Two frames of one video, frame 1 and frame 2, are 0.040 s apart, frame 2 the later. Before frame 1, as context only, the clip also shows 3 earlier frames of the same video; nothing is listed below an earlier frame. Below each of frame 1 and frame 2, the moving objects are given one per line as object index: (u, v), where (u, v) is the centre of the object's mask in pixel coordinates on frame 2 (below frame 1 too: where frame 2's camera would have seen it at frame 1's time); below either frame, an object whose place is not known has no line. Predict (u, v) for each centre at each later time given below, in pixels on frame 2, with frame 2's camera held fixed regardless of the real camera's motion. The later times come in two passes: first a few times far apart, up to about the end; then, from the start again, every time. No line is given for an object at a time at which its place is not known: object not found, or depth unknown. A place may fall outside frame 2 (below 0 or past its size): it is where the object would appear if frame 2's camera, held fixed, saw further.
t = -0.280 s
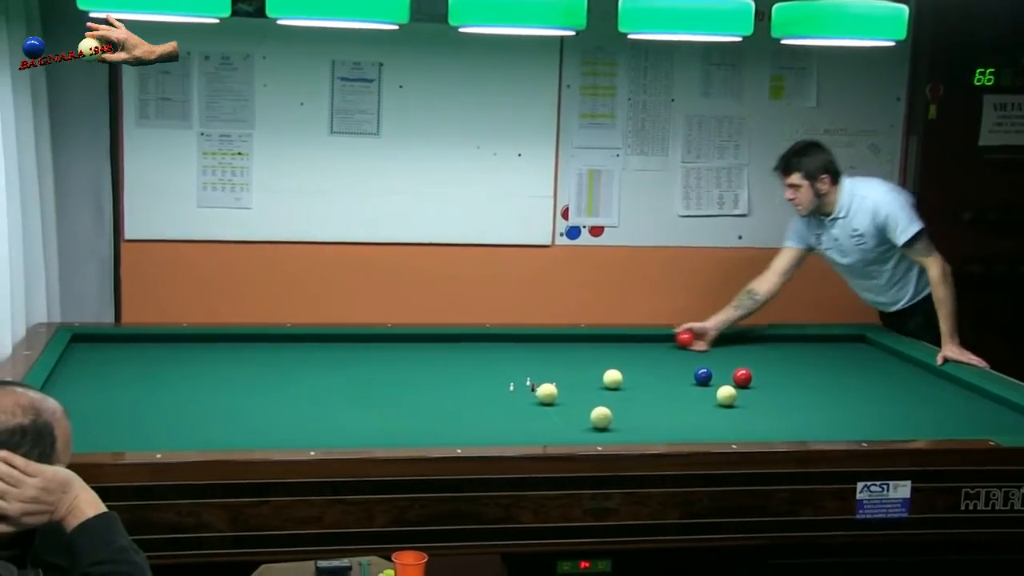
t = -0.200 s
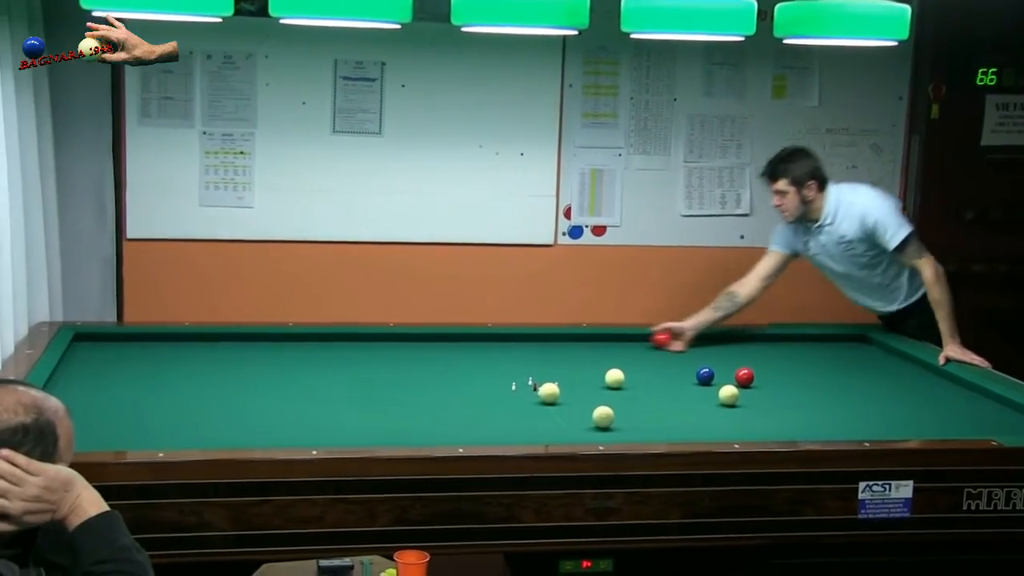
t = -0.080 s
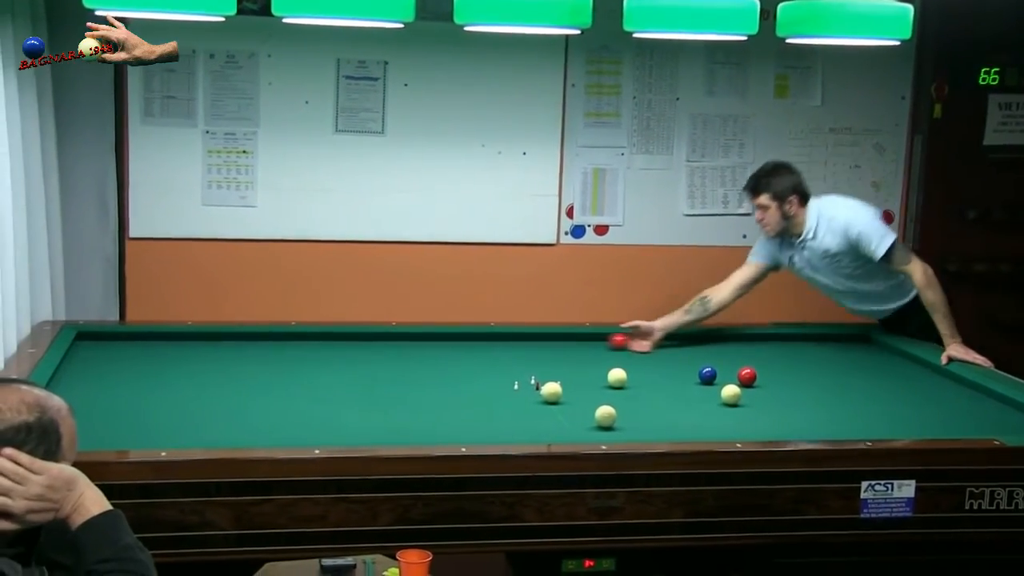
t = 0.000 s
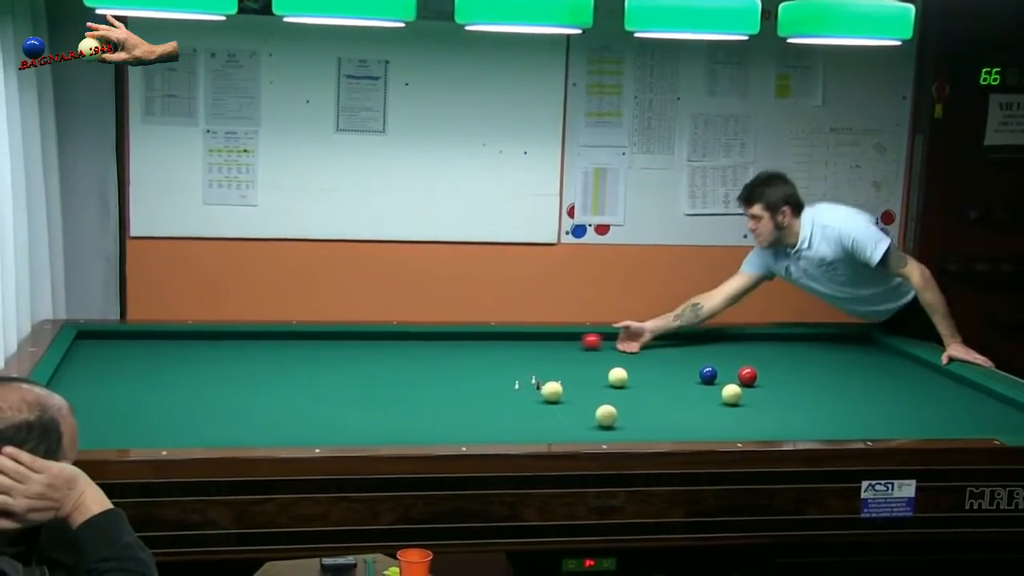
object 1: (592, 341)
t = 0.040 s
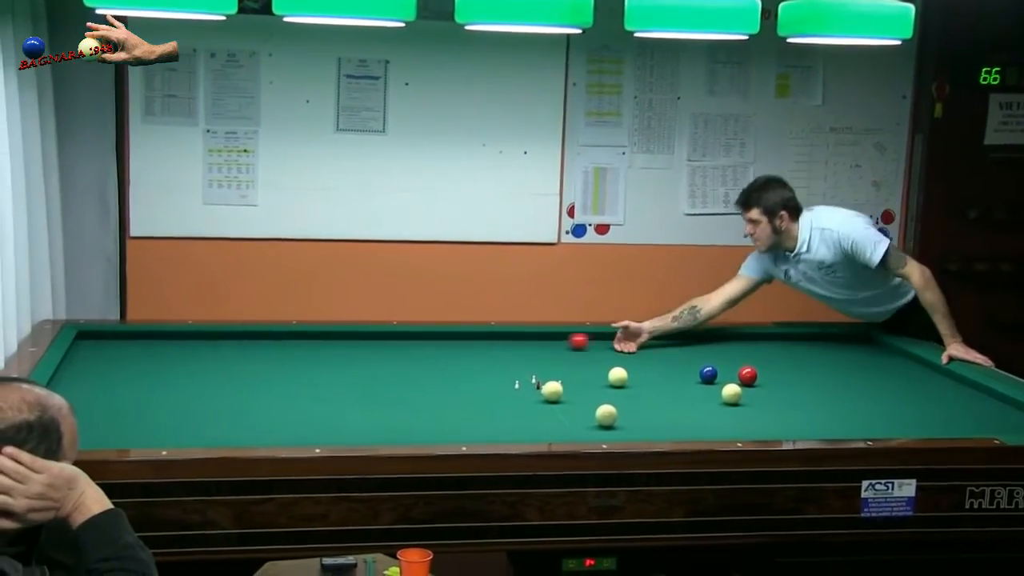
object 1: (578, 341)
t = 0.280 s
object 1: (505, 343)
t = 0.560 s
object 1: (415, 345)
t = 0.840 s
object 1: (324, 347)
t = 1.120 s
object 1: (230, 349)
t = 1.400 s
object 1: (134, 351)
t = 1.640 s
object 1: (94, 353)
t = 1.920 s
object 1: (154, 354)
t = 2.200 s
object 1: (208, 355)
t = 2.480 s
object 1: (261, 356)
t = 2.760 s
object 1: (312, 358)
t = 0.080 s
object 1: (566, 341)
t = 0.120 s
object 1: (554, 342)
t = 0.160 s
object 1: (542, 342)
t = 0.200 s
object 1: (529, 342)
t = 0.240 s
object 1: (517, 343)
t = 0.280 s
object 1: (505, 343)
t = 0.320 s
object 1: (492, 343)
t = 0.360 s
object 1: (479, 343)
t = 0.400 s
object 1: (466, 344)
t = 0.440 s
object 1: (453, 344)
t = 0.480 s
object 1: (440, 345)
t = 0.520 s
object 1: (428, 345)
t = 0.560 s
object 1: (415, 345)
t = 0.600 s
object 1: (402, 345)
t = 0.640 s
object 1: (389, 346)
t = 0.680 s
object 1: (376, 346)
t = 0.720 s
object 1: (363, 346)
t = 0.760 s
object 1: (351, 346)
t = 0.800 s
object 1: (338, 347)
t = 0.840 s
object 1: (324, 347)
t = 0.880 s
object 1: (311, 347)
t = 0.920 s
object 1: (298, 348)
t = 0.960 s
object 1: (283, 348)
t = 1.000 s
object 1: (270, 348)
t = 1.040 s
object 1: (257, 348)
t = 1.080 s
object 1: (244, 349)
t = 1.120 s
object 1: (230, 349)
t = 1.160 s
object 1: (216, 350)
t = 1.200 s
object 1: (202, 350)
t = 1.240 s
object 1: (188, 350)
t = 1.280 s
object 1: (175, 351)
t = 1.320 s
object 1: (161, 351)
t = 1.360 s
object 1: (148, 351)
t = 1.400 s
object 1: (134, 351)
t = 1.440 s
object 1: (119, 352)
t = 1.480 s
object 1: (105, 352)
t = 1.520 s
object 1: (90, 352)
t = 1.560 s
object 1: (77, 353)
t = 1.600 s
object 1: (83, 353)
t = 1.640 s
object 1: (94, 353)
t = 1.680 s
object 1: (104, 353)
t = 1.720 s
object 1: (113, 353)
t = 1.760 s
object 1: (122, 353)
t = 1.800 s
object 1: (130, 354)
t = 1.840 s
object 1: (138, 354)
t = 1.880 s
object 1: (146, 354)
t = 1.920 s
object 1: (154, 354)
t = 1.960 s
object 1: (161, 355)
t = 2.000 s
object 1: (169, 355)
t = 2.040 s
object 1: (177, 355)
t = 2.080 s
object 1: (185, 355)
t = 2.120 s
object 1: (193, 355)
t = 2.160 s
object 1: (201, 355)
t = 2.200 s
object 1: (208, 355)
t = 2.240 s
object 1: (216, 356)
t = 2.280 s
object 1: (223, 355)
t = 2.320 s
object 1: (231, 356)
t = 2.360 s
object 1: (239, 356)
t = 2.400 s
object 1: (246, 356)
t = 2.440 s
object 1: (253, 356)
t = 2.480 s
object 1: (261, 356)
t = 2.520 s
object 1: (268, 356)
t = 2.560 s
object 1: (276, 357)
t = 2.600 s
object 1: (283, 357)
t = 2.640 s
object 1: (290, 357)
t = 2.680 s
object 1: (297, 357)
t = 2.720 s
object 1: (305, 357)
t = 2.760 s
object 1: (312, 358)
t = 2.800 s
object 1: (319, 358)
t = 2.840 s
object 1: (326, 358)
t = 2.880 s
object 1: (333, 358)
